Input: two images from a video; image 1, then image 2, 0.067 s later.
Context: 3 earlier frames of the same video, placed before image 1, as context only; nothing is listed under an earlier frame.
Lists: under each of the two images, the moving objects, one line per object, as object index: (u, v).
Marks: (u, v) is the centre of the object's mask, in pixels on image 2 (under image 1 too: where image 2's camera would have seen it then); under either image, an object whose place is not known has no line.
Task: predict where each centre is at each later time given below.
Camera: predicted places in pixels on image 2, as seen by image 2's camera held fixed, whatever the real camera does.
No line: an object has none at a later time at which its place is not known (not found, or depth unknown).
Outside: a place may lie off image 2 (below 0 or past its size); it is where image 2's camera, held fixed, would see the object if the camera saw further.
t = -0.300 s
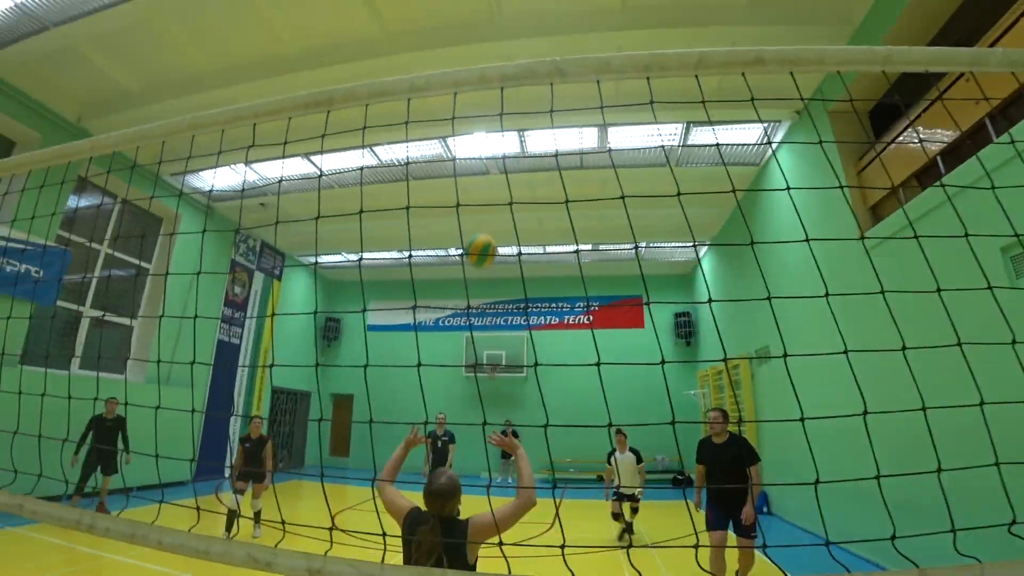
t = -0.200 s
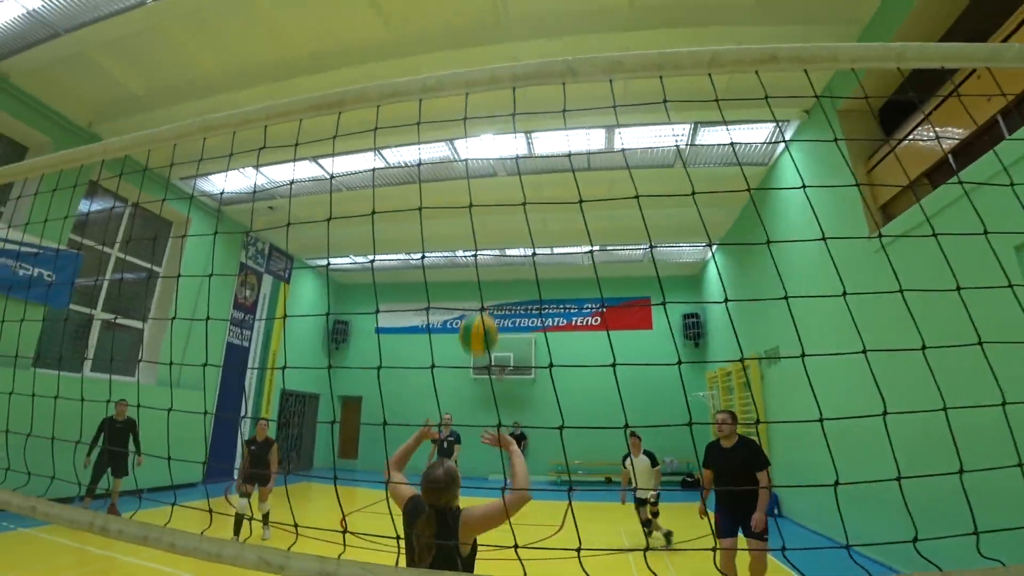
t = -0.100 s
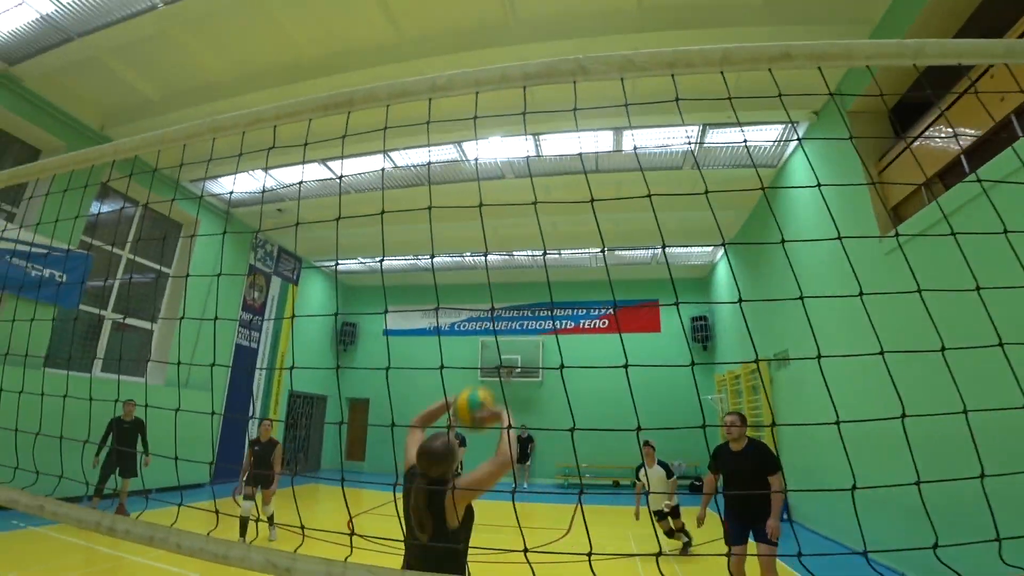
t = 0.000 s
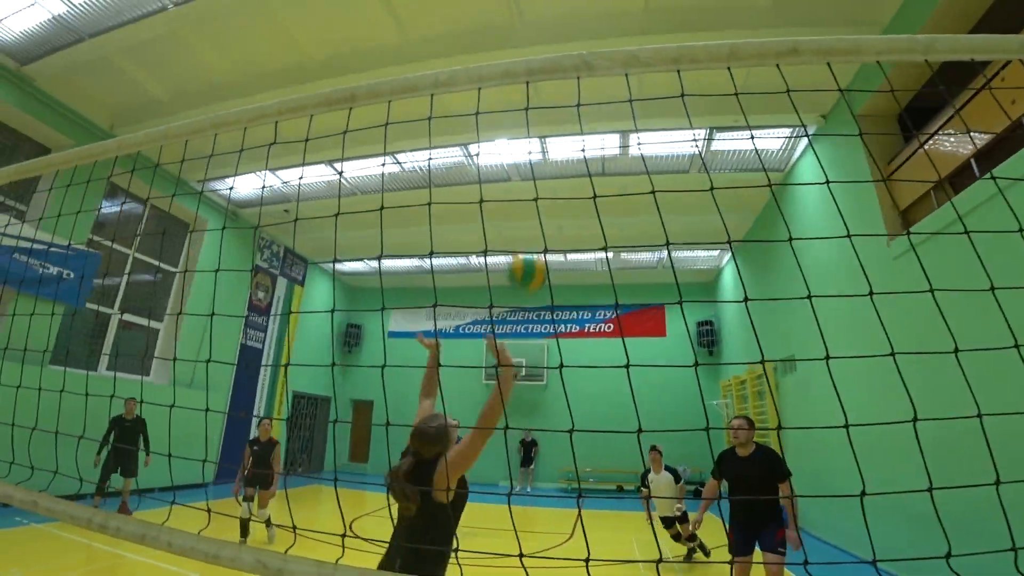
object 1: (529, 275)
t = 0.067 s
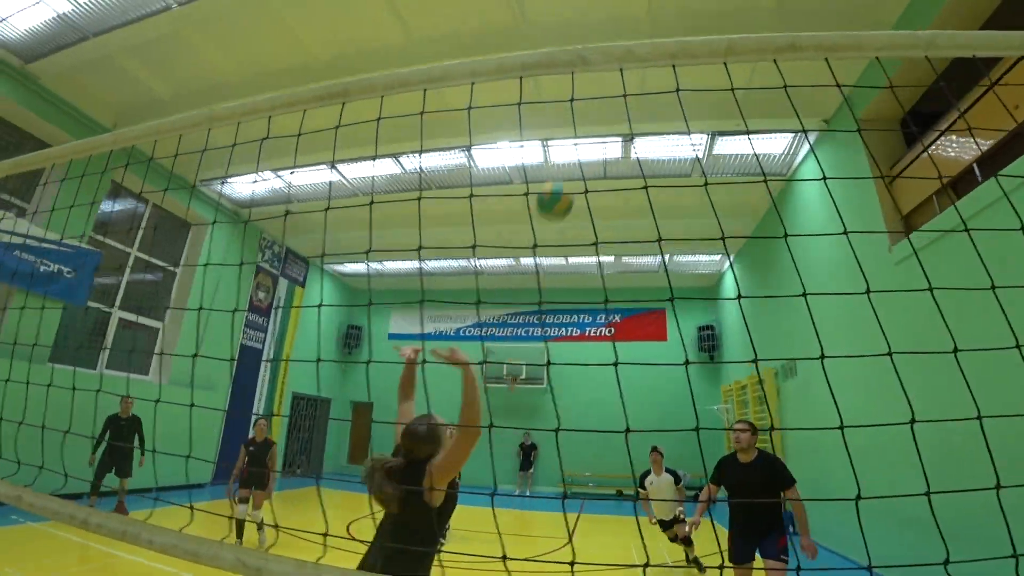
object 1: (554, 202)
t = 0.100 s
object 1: (564, 171)
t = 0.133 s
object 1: (572, 141)
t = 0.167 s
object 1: (580, 117)
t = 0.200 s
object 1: (588, 97)
